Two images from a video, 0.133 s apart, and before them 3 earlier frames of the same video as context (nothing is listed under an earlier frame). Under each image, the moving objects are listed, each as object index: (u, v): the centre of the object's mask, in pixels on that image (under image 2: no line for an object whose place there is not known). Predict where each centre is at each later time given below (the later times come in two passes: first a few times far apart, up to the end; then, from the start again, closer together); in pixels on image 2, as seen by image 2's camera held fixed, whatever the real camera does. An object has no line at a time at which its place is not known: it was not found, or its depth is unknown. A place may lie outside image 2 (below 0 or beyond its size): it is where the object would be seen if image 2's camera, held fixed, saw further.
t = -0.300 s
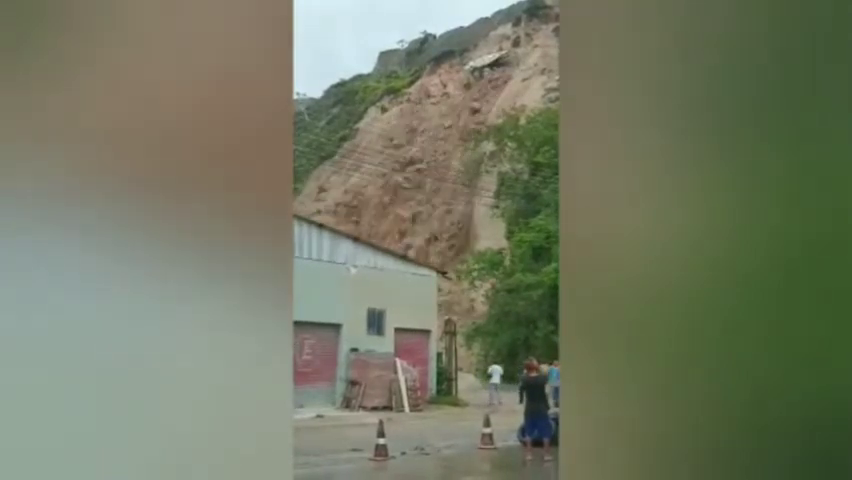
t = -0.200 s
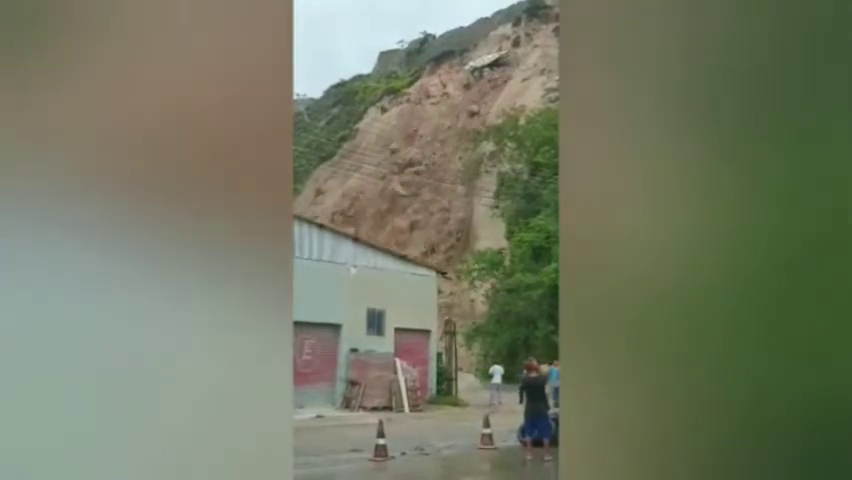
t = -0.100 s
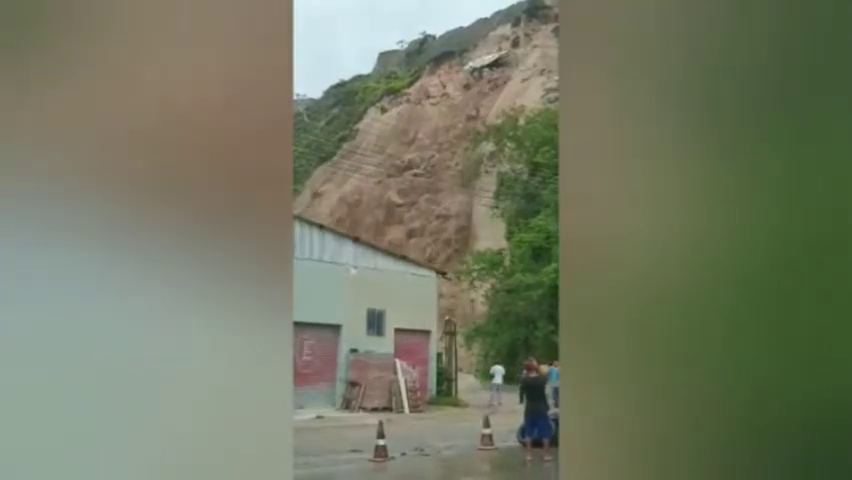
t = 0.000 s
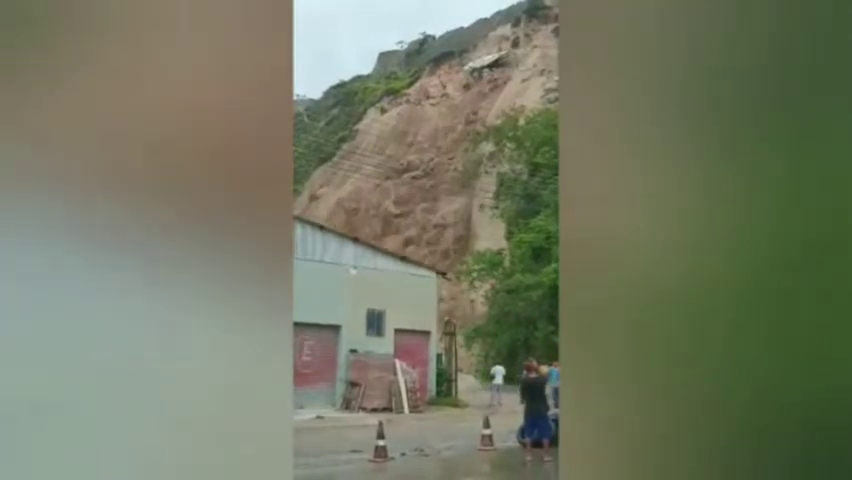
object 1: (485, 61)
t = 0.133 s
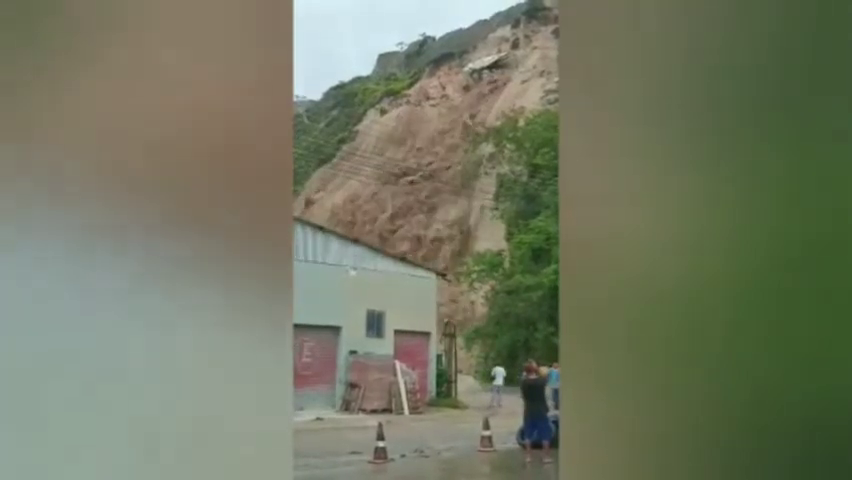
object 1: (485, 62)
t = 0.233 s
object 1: (485, 62)
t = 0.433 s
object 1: (485, 62)
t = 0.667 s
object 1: (485, 63)
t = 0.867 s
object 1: (485, 63)
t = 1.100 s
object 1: (484, 63)
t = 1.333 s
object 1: (484, 63)
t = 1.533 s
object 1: (484, 63)
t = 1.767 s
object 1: (483, 63)
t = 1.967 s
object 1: (483, 63)
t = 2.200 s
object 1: (483, 64)
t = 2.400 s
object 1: (483, 64)
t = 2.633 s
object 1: (483, 63)
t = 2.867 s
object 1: (486, 61)
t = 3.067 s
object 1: (486, 61)
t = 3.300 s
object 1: (485, 62)
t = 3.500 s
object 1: (483, 63)
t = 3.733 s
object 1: (485, 62)
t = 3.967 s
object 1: (485, 62)
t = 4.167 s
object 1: (485, 62)
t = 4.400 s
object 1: (484, 62)
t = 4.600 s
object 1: (484, 62)
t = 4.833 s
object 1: (483, 62)
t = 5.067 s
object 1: (482, 62)
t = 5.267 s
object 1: (482, 63)
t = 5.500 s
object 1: (482, 64)
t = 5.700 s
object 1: (483, 66)
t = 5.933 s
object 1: (484, 67)
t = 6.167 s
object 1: (484, 68)
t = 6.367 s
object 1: (483, 69)
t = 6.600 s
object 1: (482, 70)
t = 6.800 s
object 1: (482, 70)
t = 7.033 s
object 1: (482, 71)
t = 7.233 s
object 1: (482, 71)
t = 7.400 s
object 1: (483, 71)
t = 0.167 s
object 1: (485, 62)
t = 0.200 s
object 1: (485, 62)
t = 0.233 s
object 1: (485, 62)
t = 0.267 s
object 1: (485, 62)
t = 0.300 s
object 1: (485, 62)
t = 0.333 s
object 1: (485, 62)
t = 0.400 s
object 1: (485, 62)
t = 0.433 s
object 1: (485, 62)
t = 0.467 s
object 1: (485, 62)
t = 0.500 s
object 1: (486, 62)
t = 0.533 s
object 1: (485, 62)
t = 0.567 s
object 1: (486, 62)
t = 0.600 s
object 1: (486, 62)
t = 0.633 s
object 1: (485, 62)
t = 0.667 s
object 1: (485, 63)
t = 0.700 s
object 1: (485, 63)
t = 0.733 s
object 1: (485, 63)
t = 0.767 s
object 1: (485, 63)
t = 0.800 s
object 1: (485, 63)
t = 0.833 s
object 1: (485, 63)
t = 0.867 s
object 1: (485, 63)
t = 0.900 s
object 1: (484, 63)
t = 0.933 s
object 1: (485, 63)
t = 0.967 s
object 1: (485, 63)
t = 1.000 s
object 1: (484, 63)
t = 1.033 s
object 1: (484, 63)
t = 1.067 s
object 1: (484, 63)
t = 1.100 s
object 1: (484, 63)
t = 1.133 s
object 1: (484, 63)
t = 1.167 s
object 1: (484, 63)
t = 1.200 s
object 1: (484, 63)
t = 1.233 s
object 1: (484, 63)
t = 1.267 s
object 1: (484, 63)
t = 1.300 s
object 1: (484, 63)
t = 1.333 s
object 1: (484, 63)
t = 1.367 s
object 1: (483, 63)
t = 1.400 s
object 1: (484, 63)
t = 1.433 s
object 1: (484, 63)
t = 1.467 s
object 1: (484, 63)
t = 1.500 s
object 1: (484, 63)
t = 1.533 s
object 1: (484, 63)
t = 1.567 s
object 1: (484, 63)
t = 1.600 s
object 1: (484, 63)
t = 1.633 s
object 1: (484, 63)
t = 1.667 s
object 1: (484, 63)
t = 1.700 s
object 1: (483, 63)
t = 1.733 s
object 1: (484, 63)
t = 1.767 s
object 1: (483, 63)
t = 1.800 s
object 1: (484, 63)
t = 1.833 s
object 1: (484, 63)
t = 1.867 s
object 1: (484, 63)
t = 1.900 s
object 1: (483, 63)
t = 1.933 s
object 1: (483, 63)
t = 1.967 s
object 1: (483, 63)
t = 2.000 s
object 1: (483, 63)
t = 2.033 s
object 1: (483, 63)
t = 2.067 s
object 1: (483, 64)
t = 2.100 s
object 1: (483, 63)
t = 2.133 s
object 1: (483, 64)
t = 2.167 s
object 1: (482, 64)
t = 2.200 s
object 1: (483, 64)
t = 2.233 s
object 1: (483, 63)
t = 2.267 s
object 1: (483, 64)
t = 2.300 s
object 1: (483, 64)
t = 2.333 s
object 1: (483, 63)
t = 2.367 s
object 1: (483, 63)
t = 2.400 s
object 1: (483, 64)
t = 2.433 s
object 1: (483, 64)
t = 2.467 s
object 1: (483, 63)
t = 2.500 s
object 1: (483, 63)
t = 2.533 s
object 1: (483, 63)
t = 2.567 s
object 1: (483, 63)
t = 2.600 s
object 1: (483, 63)
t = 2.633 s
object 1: (483, 63)
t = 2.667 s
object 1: (482, 63)
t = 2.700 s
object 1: (483, 63)
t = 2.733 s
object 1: (483, 63)
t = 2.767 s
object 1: (485, 61)
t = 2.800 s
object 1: (484, 62)
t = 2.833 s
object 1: (485, 61)
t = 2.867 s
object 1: (486, 61)
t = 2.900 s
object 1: (485, 61)
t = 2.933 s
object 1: (486, 61)
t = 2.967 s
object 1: (485, 61)
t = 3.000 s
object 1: (486, 61)
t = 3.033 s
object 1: (486, 61)
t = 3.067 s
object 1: (486, 61)
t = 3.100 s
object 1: (485, 61)
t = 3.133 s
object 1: (485, 61)
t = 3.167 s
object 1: (485, 61)
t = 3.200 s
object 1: (485, 61)
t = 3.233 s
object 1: (485, 61)
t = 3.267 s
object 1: (485, 62)
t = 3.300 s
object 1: (485, 62)
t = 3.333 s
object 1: (485, 62)
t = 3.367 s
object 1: (485, 62)
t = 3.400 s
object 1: (485, 62)
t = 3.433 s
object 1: (484, 62)
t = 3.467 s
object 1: (484, 62)
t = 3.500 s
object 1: (483, 63)
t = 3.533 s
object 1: (484, 63)
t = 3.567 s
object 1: (484, 63)
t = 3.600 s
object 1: (484, 62)
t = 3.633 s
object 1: (485, 61)
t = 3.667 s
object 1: (485, 61)
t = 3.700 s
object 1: (485, 62)
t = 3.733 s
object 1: (485, 62)
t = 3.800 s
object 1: (485, 62)
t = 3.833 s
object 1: (485, 62)
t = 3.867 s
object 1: (485, 62)
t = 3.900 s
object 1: (485, 62)
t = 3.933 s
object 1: (485, 62)
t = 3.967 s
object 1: (485, 62)
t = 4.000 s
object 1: (485, 62)
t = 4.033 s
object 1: (485, 62)
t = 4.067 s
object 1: (484, 62)
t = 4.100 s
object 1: (485, 62)
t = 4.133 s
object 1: (485, 62)
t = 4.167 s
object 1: (485, 62)
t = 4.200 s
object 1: (485, 62)
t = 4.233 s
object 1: (484, 62)
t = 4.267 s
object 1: (484, 62)
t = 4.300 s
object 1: (484, 62)
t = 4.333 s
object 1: (485, 62)
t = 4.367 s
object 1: (485, 62)
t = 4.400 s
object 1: (484, 62)
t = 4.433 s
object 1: (484, 62)
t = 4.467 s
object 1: (485, 62)
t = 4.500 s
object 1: (485, 62)
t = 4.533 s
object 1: (484, 62)
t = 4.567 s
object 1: (484, 62)
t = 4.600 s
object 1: (484, 62)
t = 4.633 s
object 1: (484, 62)
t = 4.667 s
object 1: (484, 62)
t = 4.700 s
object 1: (483, 62)
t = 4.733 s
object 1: (483, 62)
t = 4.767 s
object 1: (484, 63)
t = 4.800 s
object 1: (484, 62)
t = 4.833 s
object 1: (483, 62)
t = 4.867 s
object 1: (483, 62)
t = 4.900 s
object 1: (483, 62)
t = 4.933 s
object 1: (483, 62)
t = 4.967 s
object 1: (483, 62)
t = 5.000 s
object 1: (482, 62)
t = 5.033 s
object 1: (482, 62)
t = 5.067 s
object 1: (482, 62)
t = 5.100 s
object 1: (482, 62)
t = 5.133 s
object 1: (482, 63)
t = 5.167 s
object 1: (482, 63)
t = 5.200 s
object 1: (482, 63)
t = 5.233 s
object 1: (482, 63)
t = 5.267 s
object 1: (482, 63)
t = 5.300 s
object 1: (482, 63)
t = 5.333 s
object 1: (482, 63)
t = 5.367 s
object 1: (481, 63)
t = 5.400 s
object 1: (482, 63)
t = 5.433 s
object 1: (482, 64)
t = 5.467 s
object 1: (482, 64)
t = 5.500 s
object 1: (482, 64)
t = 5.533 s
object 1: (482, 64)
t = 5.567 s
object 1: (482, 65)
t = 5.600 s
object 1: (482, 65)
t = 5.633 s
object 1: (483, 65)
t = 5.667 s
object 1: (483, 65)
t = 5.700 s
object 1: (483, 66)
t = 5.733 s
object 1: (483, 66)
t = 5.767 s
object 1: (483, 66)
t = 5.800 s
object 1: (483, 67)
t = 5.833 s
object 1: (484, 67)
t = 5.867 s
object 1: (484, 67)
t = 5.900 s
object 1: (484, 67)
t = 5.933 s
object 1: (484, 67)
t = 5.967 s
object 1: (484, 68)
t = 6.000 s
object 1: (484, 68)
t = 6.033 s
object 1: (484, 68)
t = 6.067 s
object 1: (484, 68)
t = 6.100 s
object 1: (484, 68)
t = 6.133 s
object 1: (484, 68)
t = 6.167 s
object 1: (484, 68)
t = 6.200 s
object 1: (484, 68)
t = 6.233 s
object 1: (483, 68)
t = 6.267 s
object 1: (483, 68)
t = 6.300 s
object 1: (483, 69)
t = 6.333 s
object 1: (483, 69)
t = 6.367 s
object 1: (483, 69)
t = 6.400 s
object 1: (482, 69)
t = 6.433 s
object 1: (482, 69)
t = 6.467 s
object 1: (482, 69)
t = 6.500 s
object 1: (482, 69)
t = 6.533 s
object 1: (482, 70)
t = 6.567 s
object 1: (483, 70)
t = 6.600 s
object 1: (482, 70)
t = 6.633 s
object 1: (482, 70)
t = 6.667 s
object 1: (482, 70)
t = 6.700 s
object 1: (482, 70)
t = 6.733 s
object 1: (482, 70)
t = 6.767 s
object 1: (482, 70)
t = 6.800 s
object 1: (482, 70)
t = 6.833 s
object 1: (482, 70)
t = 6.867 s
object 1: (482, 70)
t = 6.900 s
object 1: (482, 71)
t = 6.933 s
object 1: (481, 71)
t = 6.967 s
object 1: (482, 71)
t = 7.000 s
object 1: (482, 70)
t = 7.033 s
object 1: (482, 71)
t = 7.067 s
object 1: (482, 71)
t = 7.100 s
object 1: (481, 71)
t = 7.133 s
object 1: (482, 71)
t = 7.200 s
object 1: (482, 71)
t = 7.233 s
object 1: (482, 71)
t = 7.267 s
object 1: (482, 71)
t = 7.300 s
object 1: (482, 71)
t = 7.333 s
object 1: (482, 71)
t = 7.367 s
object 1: (482, 71)
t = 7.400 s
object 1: (483, 71)
